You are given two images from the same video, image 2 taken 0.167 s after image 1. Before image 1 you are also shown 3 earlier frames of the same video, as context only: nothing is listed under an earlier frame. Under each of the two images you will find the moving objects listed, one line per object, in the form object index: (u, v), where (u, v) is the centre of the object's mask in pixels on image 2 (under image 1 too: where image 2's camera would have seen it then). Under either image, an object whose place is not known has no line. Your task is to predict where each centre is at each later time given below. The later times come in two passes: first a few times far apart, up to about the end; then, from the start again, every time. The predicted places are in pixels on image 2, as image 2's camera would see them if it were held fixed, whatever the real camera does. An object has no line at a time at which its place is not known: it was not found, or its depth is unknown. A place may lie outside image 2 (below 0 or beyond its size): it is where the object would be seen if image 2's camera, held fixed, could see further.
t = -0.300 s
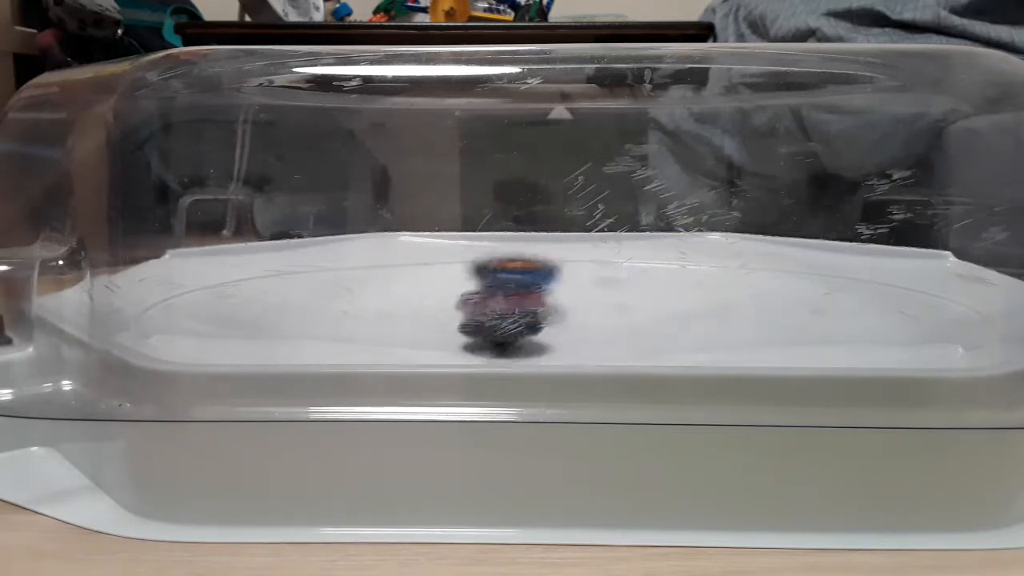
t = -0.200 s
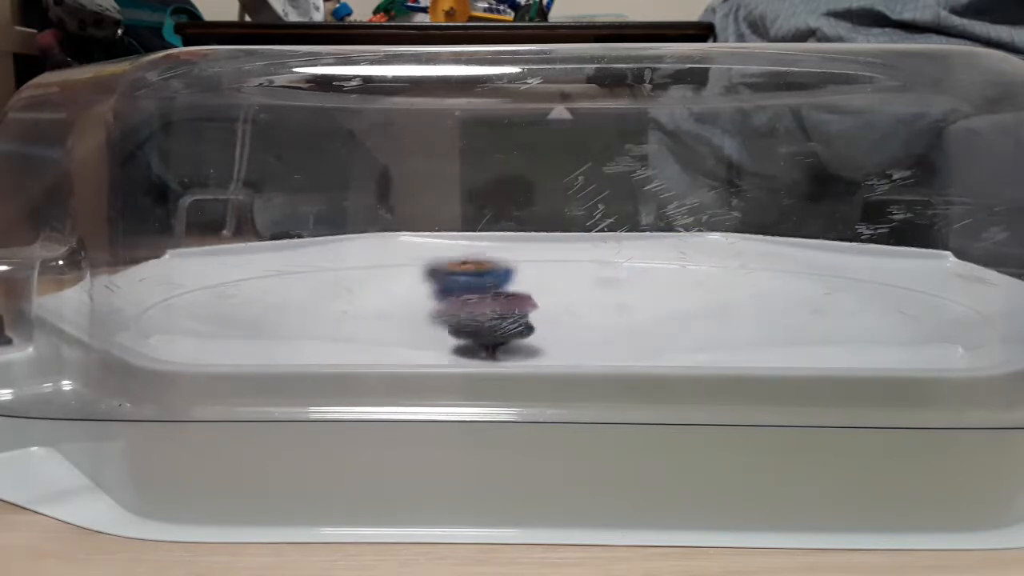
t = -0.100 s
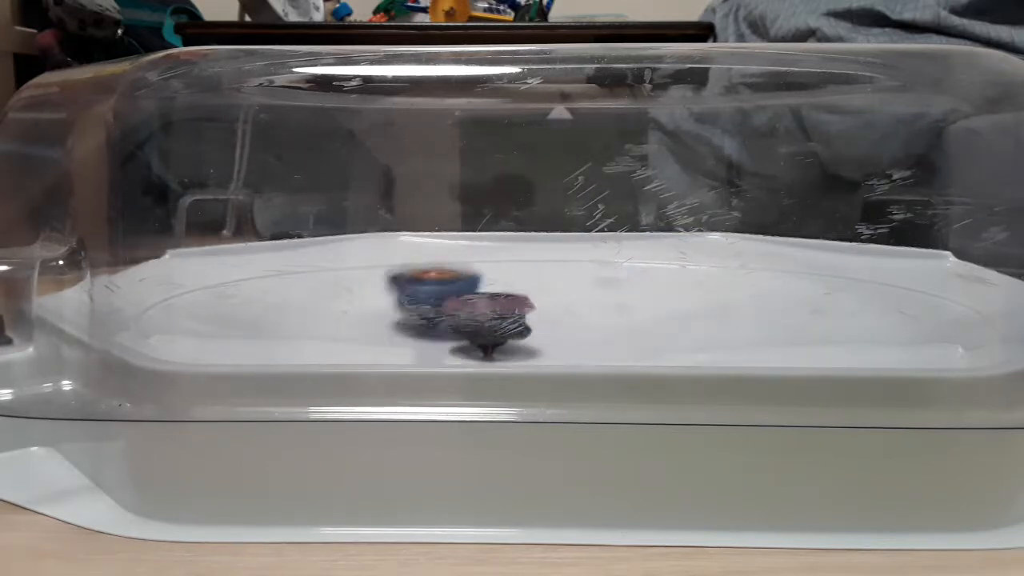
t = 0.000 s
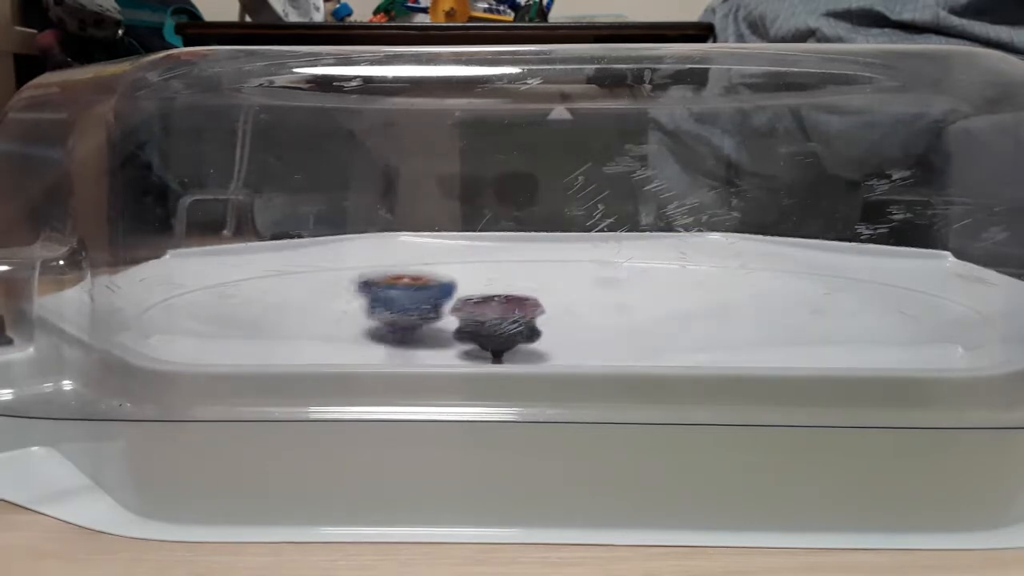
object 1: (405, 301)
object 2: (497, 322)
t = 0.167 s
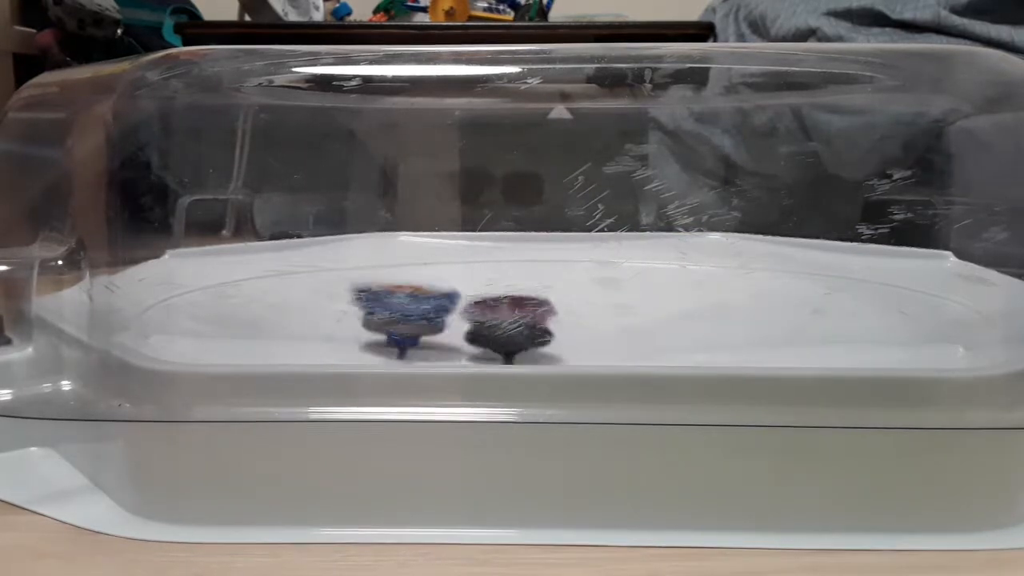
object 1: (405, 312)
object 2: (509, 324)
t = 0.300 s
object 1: (413, 313)
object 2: (529, 326)
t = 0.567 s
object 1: (457, 312)
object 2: (579, 327)
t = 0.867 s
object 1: (450, 294)
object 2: (594, 326)
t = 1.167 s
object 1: (458, 300)
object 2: (601, 324)
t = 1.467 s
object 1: (527, 307)
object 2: (625, 324)
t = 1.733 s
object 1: (525, 305)
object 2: (659, 324)
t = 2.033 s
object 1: (543, 310)
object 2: (650, 323)
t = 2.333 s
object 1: (524, 308)
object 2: (639, 321)
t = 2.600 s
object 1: (490, 309)
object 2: (645, 313)
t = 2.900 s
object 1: (410, 308)
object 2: (680, 312)
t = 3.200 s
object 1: (471, 311)
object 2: (651, 318)
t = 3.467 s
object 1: (513, 302)
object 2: (601, 324)
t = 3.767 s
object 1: (482, 277)
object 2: (517, 319)
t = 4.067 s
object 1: (466, 279)
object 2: (490, 318)
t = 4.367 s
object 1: (466, 281)
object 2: (494, 321)
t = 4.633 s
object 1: (490, 288)
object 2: (501, 327)
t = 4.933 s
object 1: (557, 299)
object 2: (511, 330)
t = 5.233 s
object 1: (597, 317)
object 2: (471, 328)
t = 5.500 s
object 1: (606, 324)
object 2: (479, 320)
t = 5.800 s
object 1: (608, 323)
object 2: (535, 313)
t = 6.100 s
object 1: (603, 327)
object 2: (593, 292)
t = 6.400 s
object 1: (528, 326)
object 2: (669, 314)
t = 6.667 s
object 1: (492, 312)
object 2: (661, 322)
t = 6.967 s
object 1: (503, 300)
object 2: (635, 326)
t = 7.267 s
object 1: (503, 299)
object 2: (635, 326)
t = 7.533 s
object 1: (503, 299)
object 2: (636, 325)
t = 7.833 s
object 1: (503, 299)
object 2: (635, 326)
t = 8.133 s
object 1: (503, 299)
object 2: (634, 326)
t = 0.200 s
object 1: (406, 313)
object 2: (515, 325)
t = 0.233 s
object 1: (410, 314)
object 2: (518, 325)
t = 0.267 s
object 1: (414, 314)
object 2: (521, 325)
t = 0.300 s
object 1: (413, 313)
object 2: (529, 326)
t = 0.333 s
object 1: (415, 314)
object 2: (535, 326)
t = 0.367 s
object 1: (419, 315)
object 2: (542, 327)
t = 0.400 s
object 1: (424, 315)
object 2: (549, 327)
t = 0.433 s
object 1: (430, 315)
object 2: (556, 327)
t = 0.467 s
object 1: (436, 315)
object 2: (562, 327)
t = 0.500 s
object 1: (443, 314)
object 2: (568, 327)
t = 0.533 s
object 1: (450, 314)
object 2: (574, 327)
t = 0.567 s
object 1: (457, 312)
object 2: (579, 327)
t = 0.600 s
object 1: (462, 310)
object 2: (582, 327)
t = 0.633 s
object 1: (465, 307)
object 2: (585, 326)
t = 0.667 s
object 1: (466, 305)
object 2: (586, 326)
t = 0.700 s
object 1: (466, 303)
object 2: (588, 326)
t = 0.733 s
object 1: (465, 299)
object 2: (590, 326)
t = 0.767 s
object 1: (462, 298)
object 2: (591, 326)
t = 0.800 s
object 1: (458, 296)
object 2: (592, 326)
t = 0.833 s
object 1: (454, 295)
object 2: (593, 326)
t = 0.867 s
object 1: (450, 294)
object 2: (594, 326)
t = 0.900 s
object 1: (447, 294)
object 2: (595, 326)
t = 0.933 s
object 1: (446, 294)
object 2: (596, 325)
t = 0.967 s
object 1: (444, 294)
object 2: (597, 325)
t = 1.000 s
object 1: (444, 294)
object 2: (598, 325)
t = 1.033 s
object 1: (444, 295)
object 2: (598, 325)
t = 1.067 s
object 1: (446, 296)
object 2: (599, 325)
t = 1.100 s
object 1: (448, 297)
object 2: (600, 325)
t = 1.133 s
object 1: (452, 299)
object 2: (600, 325)
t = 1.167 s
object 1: (458, 300)
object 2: (601, 324)
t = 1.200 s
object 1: (465, 302)
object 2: (601, 324)
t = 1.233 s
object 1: (474, 303)
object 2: (602, 324)
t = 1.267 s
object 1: (485, 305)
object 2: (602, 324)
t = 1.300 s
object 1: (496, 307)
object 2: (603, 324)
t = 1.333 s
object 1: (508, 308)
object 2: (605, 324)
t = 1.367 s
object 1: (514, 308)
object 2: (612, 323)
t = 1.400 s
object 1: (520, 308)
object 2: (618, 323)
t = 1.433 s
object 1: (525, 307)
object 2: (623, 323)
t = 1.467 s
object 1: (527, 307)
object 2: (625, 324)
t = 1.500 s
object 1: (528, 306)
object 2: (632, 324)
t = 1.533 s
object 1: (527, 306)
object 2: (639, 324)
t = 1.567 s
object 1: (526, 305)
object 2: (645, 324)
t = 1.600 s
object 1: (526, 305)
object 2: (651, 324)
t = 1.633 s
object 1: (525, 305)
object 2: (655, 324)
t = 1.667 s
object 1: (525, 304)
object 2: (657, 324)
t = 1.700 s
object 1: (525, 305)
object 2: (660, 324)
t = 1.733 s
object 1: (525, 305)
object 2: (659, 324)
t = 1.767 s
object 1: (525, 304)
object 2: (659, 324)
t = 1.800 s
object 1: (525, 304)
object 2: (660, 324)
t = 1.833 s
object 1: (525, 305)
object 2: (660, 324)
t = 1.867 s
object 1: (526, 305)
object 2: (659, 324)
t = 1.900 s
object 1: (529, 307)
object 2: (658, 324)
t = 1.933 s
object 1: (531, 307)
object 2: (658, 324)
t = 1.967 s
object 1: (534, 307)
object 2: (657, 324)
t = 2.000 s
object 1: (538, 308)
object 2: (654, 324)
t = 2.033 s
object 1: (543, 310)
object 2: (650, 323)
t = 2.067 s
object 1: (548, 310)
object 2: (645, 323)
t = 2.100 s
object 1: (546, 309)
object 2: (646, 323)
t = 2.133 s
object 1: (543, 309)
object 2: (645, 323)
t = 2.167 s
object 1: (539, 308)
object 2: (644, 322)
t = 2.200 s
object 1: (534, 307)
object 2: (643, 323)
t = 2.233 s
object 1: (531, 307)
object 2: (643, 322)
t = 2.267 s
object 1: (528, 307)
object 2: (641, 322)
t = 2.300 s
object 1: (525, 307)
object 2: (640, 322)
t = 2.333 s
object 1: (524, 308)
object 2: (639, 321)
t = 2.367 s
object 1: (522, 309)
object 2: (637, 321)
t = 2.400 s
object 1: (521, 309)
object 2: (634, 319)
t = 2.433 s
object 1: (521, 308)
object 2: (632, 318)
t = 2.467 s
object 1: (521, 310)
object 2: (628, 317)
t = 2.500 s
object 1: (520, 310)
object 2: (624, 316)
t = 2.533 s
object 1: (516, 310)
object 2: (625, 316)
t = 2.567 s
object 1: (503, 310)
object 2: (637, 314)
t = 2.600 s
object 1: (490, 309)
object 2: (645, 313)
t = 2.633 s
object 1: (479, 310)
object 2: (653, 314)
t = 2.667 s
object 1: (466, 308)
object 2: (659, 313)
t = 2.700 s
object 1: (456, 309)
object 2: (665, 312)
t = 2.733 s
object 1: (445, 308)
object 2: (671, 311)
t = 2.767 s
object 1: (436, 309)
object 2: (675, 312)
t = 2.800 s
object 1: (427, 308)
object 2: (678, 312)
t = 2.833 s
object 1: (420, 309)
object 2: (679, 312)
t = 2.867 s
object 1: (414, 308)
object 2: (680, 312)
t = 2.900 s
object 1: (410, 308)
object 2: (680, 312)
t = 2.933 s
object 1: (409, 309)
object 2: (679, 312)
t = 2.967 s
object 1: (413, 312)
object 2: (678, 313)
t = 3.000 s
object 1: (418, 313)
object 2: (677, 313)
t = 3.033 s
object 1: (426, 313)
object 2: (675, 314)
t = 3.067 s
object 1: (435, 313)
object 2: (671, 315)
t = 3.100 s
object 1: (445, 313)
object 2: (667, 316)
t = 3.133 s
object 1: (455, 313)
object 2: (663, 317)
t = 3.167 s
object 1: (463, 312)
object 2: (657, 317)
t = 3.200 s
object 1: (471, 311)
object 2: (651, 318)
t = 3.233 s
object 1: (479, 311)
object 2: (645, 319)
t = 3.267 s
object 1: (487, 310)
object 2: (638, 320)
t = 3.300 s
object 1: (494, 309)
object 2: (630, 320)
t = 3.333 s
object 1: (501, 308)
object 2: (623, 321)
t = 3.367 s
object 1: (507, 308)
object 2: (614, 322)
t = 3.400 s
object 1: (513, 307)
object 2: (606, 322)
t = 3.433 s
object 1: (514, 306)
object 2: (603, 322)
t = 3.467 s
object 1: (513, 302)
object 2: (601, 324)
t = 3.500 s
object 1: (511, 299)
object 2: (594, 324)
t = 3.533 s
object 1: (507, 297)
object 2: (584, 325)
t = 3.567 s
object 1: (504, 295)
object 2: (574, 324)
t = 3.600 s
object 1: (499, 289)
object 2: (566, 324)
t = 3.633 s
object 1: (494, 289)
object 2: (555, 324)
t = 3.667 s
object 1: (491, 287)
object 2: (539, 322)
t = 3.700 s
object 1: (488, 287)
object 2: (533, 321)
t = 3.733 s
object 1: (486, 279)
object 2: (526, 321)
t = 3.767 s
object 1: (482, 277)
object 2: (517, 319)
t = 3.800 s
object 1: (479, 278)
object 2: (512, 318)
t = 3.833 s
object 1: (477, 279)
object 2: (507, 319)
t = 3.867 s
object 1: (475, 278)
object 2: (501, 318)
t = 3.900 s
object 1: (474, 279)
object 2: (499, 319)
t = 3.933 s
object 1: (474, 278)
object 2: (496, 319)
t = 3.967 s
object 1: (471, 278)
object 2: (492, 318)
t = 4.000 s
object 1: (469, 278)
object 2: (490, 318)
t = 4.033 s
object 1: (466, 278)
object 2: (490, 319)
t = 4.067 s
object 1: (466, 279)
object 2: (490, 318)
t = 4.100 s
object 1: (465, 278)
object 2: (489, 318)
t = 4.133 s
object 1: (465, 278)
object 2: (491, 318)
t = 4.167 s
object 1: (465, 279)
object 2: (491, 319)
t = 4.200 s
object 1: (465, 279)
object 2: (490, 319)
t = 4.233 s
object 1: (466, 279)
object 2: (489, 319)
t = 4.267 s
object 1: (465, 279)
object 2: (489, 320)
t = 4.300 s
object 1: (466, 280)
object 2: (490, 320)
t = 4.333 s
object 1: (466, 280)
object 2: (490, 323)
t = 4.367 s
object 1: (466, 281)
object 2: (494, 321)
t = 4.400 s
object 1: (469, 282)
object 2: (494, 321)
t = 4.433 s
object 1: (470, 283)
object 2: (494, 322)
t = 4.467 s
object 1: (473, 284)
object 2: (496, 323)
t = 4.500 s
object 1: (475, 283)
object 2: (496, 326)
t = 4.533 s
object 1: (477, 284)
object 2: (496, 326)
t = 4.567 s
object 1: (480, 287)
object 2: (498, 326)
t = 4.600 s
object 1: (484, 288)
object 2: (499, 327)
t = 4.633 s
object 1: (490, 288)
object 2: (501, 327)
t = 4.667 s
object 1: (495, 289)
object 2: (501, 329)
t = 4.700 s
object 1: (501, 288)
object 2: (501, 330)
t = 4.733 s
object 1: (510, 288)
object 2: (503, 331)
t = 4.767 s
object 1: (516, 291)
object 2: (505, 330)
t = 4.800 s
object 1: (525, 290)
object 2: (507, 330)
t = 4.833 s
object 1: (532, 292)
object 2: (510, 330)
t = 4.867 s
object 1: (541, 291)
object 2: (511, 330)
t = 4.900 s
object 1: (548, 297)
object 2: (509, 330)
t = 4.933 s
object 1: (557, 299)
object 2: (511, 330)
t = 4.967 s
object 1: (564, 300)
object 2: (513, 330)
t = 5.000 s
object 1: (569, 305)
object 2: (511, 331)
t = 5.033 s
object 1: (574, 308)
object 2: (503, 330)
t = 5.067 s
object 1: (577, 312)
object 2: (495, 329)
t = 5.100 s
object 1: (583, 312)
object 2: (488, 330)
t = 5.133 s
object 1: (586, 313)
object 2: (483, 330)
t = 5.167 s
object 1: (589, 315)
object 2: (479, 329)
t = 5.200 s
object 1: (593, 316)
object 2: (474, 329)
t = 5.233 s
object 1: (597, 317)
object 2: (471, 328)
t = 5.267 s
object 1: (600, 318)
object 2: (469, 328)
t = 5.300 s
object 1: (602, 320)
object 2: (467, 327)
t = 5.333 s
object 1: (602, 321)
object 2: (467, 326)
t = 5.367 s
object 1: (604, 322)
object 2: (467, 324)
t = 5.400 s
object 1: (604, 323)
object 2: (468, 323)
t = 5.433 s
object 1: (605, 323)
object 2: (471, 322)
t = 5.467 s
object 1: (606, 324)
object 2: (474, 320)
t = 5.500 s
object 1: (606, 324)
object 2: (479, 320)
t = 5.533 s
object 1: (605, 324)
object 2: (484, 319)
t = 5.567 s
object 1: (606, 324)
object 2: (491, 318)
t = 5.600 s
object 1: (604, 324)
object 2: (497, 317)
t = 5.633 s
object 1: (605, 324)
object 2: (505, 317)
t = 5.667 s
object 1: (607, 325)
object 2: (513, 316)
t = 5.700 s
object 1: (606, 324)
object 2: (520, 317)
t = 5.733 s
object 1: (606, 324)
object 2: (525, 317)
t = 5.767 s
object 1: (606, 324)
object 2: (530, 315)
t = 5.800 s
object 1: (608, 323)
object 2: (535, 313)
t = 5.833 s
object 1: (608, 324)
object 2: (542, 311)
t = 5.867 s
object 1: (609, 325)
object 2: (549, 309)
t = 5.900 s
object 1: (610, 325)
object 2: (553, 309)
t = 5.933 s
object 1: (610, 325)
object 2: (558, 308)
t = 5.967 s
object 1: (609, 326)
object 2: (561, 308)
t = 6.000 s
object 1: (609, 327)
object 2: (566, 305)
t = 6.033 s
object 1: (604, 328)
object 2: (580, 295)
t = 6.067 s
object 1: (603, 328)
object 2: (587, 290)
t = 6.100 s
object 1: (603, 327)
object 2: (593, 292)
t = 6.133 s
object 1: (600, 327)
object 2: (608, 290)
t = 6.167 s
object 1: (596, 329)
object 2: (612, 291)
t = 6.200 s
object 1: (578, 333)
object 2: (632, 301)
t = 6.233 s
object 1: (576, 329)
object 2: (636, 306)
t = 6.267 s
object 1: (567, 328)
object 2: (640, 312)
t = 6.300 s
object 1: (557, 326)
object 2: (646, 313)
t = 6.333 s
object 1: (547, 324)
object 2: (655, 313)
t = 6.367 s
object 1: (538, 325)
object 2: (661, 314)
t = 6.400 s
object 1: (528, 326)
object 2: (669, 314)
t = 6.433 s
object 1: (520, 327)
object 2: (672, 314)
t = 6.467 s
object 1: (512, 326)
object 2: (673, 315)
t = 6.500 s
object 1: (505, 324)
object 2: (671, 318)
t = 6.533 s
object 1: (500, 323)
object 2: (669, 319)
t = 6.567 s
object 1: (496, 320)
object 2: (668, 320)
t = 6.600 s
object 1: (494, 317)
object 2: (666, 321)
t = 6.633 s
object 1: (492, 314)
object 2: (664, 322)
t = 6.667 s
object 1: (492, 312)
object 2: (661, 322)
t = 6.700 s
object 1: (492, 310)
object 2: (659, 323)
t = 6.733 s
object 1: (492, 306)
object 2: (655, 323)
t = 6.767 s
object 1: (493, 304)
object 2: (651, 323)
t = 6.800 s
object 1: (494, 302)
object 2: (647, 324)
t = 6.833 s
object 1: (495, 300)
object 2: (643, 325)
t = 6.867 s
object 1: (498, 300)
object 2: (639, 326)
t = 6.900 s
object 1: (501, 301)
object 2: (637, 326)
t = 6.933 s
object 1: (502, 300)
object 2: (635, 326)
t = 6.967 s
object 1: (503, 300)
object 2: (635, 326)
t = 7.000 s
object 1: (503, 299)
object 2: (637, 326)
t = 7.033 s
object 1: (503, 299)
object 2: (638, 326)
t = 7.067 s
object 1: (503, 299)
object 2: (639, 326)
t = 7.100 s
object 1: (503, 299)
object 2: (639, 326)
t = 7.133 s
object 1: (503, 299)
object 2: (639, 326)
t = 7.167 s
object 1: (503, 299)
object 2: (639, 326)
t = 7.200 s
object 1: (503, 299)
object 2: (638, 326)
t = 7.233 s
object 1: (503, 299)
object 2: (637, 326)
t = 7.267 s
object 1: (503, 299)
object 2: (635, 326)
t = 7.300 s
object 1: (503, 299)
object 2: (634, 326)
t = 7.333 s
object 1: (503, 299)
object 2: (634, 326)
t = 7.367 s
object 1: (503, 299)
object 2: (635, 326)
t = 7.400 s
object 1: (503, 299)
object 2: (635, 326)
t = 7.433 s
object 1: (503, 299)
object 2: (635, 326)
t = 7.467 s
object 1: (503, 299)
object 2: (636, 325)
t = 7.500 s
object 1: (503, 299)
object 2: (636, 325)
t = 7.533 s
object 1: (503, 299)
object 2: (636, 325)
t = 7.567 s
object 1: (503, 299)
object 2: (636, 325)
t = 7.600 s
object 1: (503, 299)
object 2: (636, 325)
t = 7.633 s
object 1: (503, 299)
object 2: (636, 325)
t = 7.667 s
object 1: (503, 299)
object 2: (636, 325)
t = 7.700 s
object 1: (503, 299)
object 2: (636, 325)
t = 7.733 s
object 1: (503, 299)
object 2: (636, 325)
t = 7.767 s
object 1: (503, 299)
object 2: (635, 326)
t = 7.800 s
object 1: (503, 299)
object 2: (635, 326)
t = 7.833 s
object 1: (503, 299)
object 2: (635, 326)
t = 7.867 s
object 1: (503, 299)
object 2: (634, 326)
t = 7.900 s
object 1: (503, 299)
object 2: (634, 326)
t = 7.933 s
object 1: (503, 299)
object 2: (634, 326)
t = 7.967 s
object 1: (503, 299)
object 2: (634, 326)
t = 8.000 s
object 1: (503, 299)
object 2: (633, 326)
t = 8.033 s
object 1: (503, 299)
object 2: (634, 326)
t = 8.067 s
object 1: (503, 299)
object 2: (634, 326)
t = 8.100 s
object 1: (503, 299)
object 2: (634, 326)
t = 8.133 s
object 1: (503, 299)
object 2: (634, 326)
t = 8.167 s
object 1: (503, 299)
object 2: (634, 326)
